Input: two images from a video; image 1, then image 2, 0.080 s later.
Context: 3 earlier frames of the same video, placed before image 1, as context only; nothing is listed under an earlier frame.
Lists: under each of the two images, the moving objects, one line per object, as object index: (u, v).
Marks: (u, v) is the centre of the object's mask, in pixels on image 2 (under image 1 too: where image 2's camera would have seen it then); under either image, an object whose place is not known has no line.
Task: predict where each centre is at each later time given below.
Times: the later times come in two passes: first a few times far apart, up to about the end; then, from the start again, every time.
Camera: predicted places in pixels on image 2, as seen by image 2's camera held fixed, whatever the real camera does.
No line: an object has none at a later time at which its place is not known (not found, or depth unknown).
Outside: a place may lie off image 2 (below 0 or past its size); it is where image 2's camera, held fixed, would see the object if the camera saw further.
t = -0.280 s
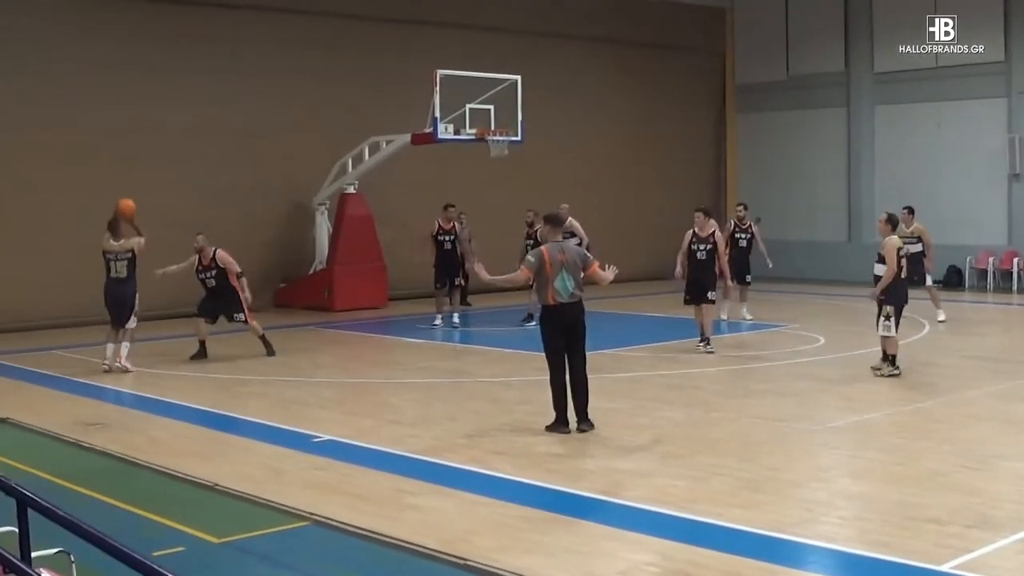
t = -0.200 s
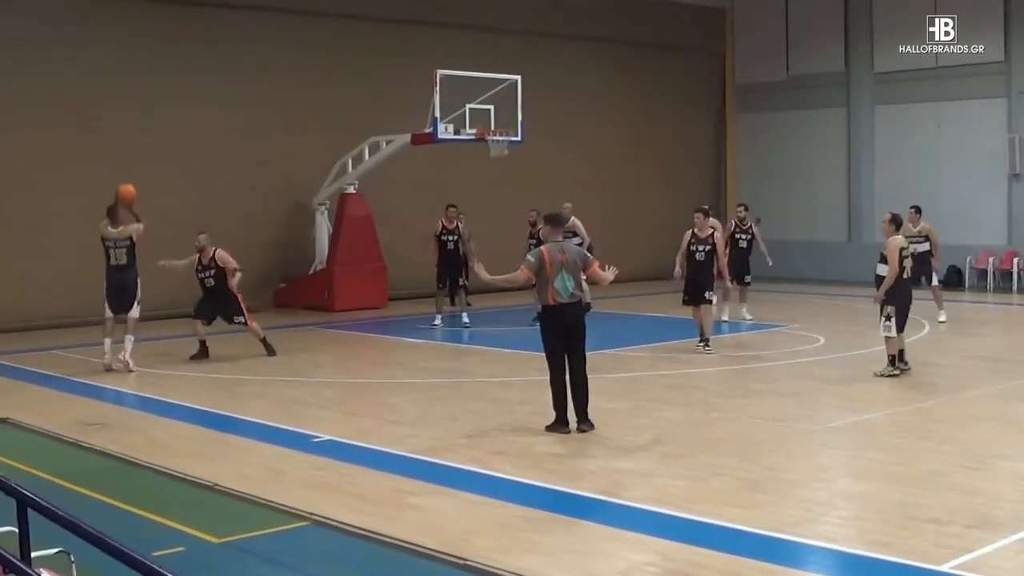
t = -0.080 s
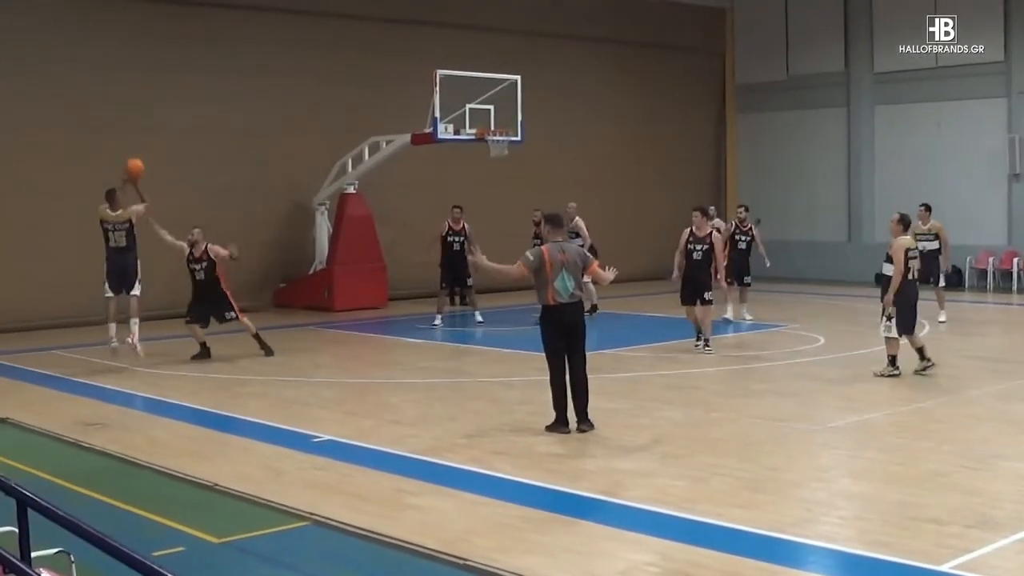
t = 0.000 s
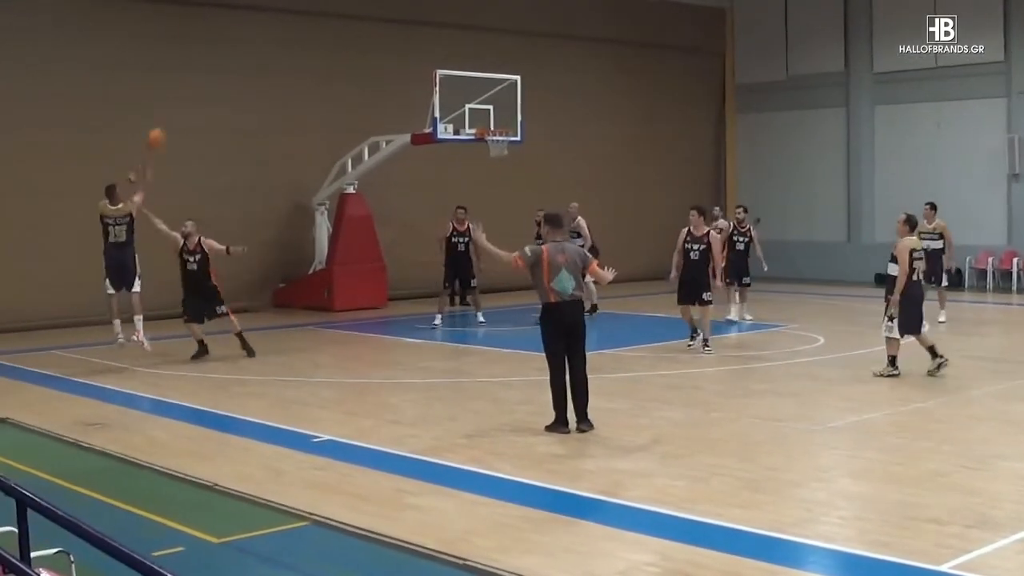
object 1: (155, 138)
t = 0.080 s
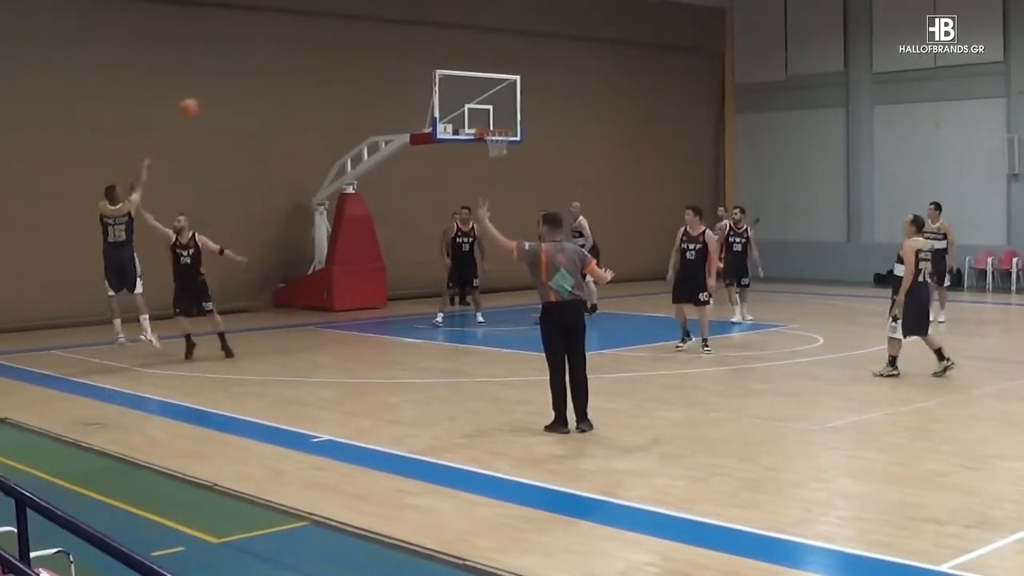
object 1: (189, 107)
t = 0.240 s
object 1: (252, 65)
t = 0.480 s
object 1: (337, 42)
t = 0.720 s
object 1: (414, 60)
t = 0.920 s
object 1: (472, 99)
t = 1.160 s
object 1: (495, 114)
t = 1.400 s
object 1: (509, 110)
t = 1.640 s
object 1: (529, 141)
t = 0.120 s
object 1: (205, 94)
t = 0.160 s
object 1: (221, 83)
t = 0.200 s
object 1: (236, 73)
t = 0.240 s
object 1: (252, 65)
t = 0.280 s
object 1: (267, 58)
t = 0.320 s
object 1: (281, 52)
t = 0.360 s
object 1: (296, 48)
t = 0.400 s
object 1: (309, 45)
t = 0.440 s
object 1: (323, 43)
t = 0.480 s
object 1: (337, 42)
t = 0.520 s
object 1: (351, 43)
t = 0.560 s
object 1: (364, 44)
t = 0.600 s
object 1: (377, 46)
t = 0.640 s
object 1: (390, 50)
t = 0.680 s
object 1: (402, 54)
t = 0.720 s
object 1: (414, 60)
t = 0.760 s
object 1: (426, 65)
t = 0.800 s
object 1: (437, 73)
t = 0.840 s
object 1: (448, 82)
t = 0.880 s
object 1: (461, 89)
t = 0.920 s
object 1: (472, 99)
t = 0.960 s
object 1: (483, 110)
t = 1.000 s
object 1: (494, 121)
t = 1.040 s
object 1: (501, 124)
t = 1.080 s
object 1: (504, 124)
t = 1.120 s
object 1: (500, 118)
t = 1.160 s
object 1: (495, 114)
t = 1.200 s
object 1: (493, 112)
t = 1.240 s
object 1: (495, 110)
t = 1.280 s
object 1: (499, 108)
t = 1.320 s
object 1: (502, 108)
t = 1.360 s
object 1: (505, 109)
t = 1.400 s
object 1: (509, 110)
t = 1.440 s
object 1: (512, 113)
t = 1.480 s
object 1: (515, 117)
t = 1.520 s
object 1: (518, 121)
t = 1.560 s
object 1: (521, 126)
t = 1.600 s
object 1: (526, 133)
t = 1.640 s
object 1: (529, 141)
